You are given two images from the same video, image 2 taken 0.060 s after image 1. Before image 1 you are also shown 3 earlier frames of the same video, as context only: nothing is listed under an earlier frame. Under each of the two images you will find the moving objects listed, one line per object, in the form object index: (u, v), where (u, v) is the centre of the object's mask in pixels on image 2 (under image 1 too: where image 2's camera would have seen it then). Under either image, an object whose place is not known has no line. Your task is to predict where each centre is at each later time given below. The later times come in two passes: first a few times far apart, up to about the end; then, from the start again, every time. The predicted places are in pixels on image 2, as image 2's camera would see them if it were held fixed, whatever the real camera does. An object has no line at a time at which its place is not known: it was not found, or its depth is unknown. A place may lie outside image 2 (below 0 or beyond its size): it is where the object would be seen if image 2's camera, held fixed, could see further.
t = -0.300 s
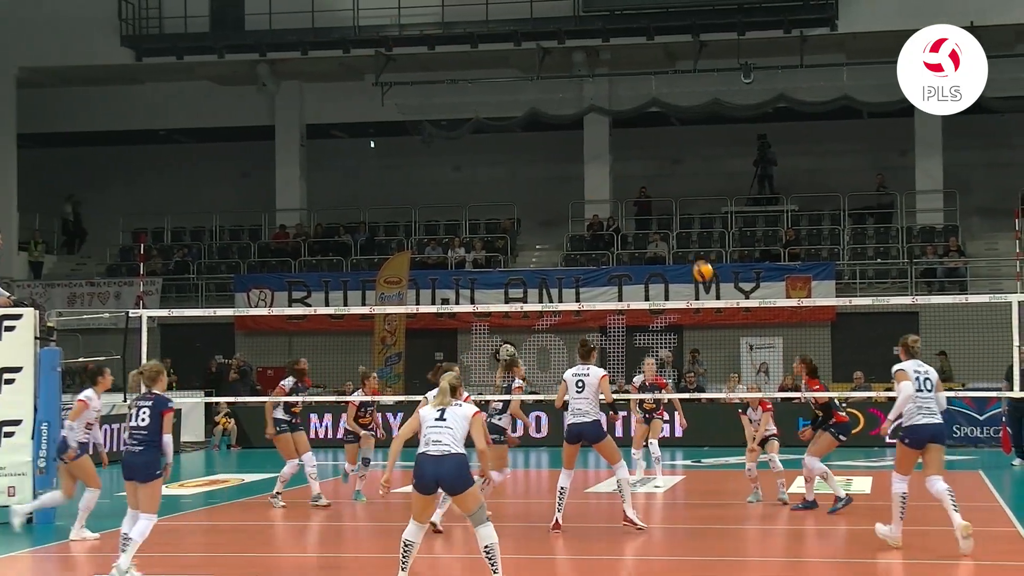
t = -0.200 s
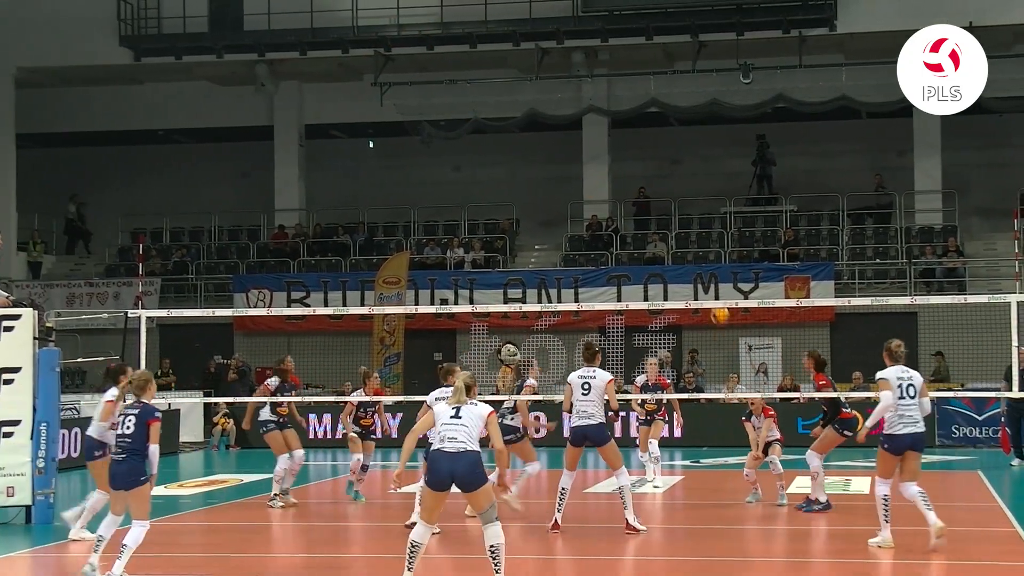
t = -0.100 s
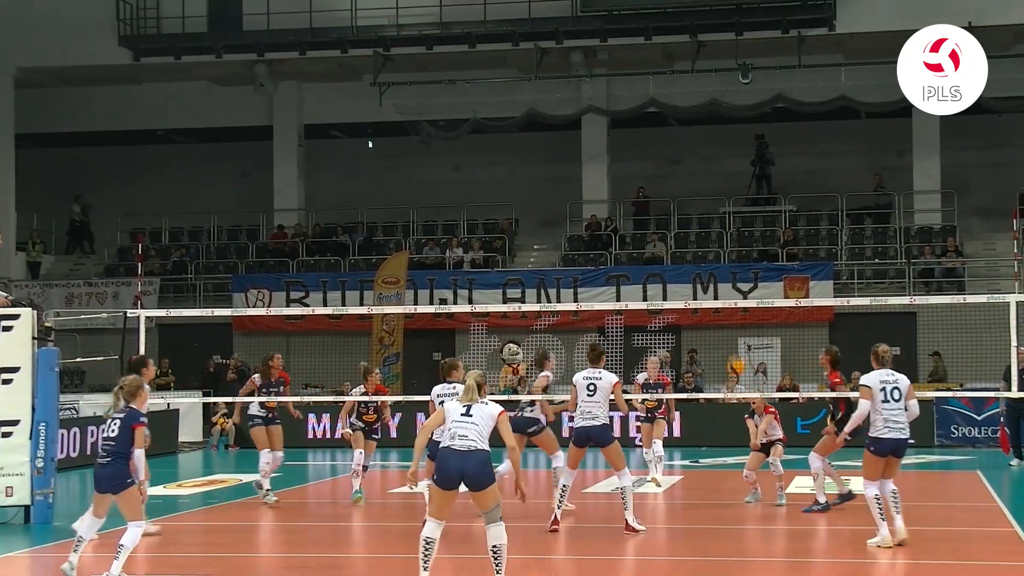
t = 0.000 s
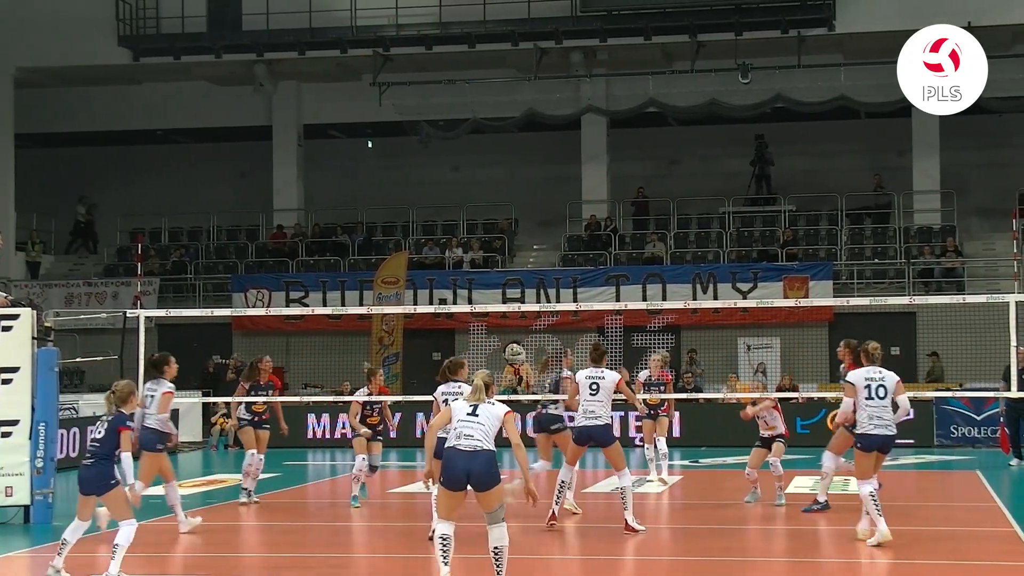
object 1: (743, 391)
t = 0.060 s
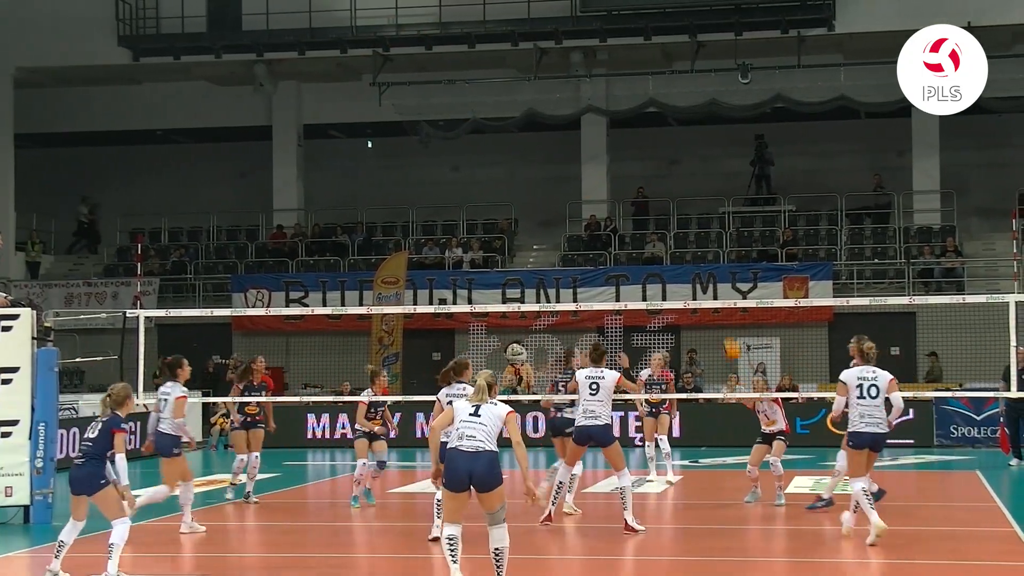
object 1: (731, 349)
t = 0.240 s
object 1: (699, 241)
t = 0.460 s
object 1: (660, 149)
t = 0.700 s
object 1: (618, 99)
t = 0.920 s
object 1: (582, 98)
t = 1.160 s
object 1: (544, 144)
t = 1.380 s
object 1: (510, 228)
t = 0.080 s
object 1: (727, 334)
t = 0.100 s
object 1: (724, 322)
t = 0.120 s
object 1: (722, 313)
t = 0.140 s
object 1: (717, 295)
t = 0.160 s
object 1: (713, 283)
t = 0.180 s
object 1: (710, 273)
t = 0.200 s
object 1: (706, 262)
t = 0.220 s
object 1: (702, 252)
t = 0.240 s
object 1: (699, 241)
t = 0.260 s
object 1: (695, 230)
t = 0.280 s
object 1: (692, 220)
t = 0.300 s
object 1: (688, 211)
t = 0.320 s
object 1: (684, 202)
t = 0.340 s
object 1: (681, 193)
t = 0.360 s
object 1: (678, 185)
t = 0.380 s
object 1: (674, 177)
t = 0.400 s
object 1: (671, 169)
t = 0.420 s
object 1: (667, 162)
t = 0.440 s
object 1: (663, 155)
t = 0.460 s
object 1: (660, 149)
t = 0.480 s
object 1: (656, 143)
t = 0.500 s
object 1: (653, 137)
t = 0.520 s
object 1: (649, 132)
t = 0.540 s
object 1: (646, 127)
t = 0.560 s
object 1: (643, 123)
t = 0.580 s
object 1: (639, 118)
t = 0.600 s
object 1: (636, 114)
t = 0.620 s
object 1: (632, 111)
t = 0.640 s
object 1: (629, 107)
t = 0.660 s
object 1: (625, 105)
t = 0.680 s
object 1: (622, 102)
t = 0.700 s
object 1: (618, 99)
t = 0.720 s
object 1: (615, 98)
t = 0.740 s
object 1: (612, 96)
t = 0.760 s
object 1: (608, 95)
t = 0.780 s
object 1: (605, 94)
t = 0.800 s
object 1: (602, 94)
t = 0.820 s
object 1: (599, 93)
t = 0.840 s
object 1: (595, 94)
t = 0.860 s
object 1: (592, 94)
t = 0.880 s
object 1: (589, 95)
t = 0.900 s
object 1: (585, 97)
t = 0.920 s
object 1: (582, 98)
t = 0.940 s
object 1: (579, 100)
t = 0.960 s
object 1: (576, 103)
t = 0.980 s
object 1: (572, 105)
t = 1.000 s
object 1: (569, 108)
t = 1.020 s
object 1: (566, 111)
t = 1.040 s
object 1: (562, 115)
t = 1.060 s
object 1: (559, 119)
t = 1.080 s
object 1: (556, 123)
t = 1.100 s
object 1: (553, 128)
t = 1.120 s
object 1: (550, 133)
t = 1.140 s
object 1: (547, 138)
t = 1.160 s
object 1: (544, 144)
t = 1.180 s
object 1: (541, 150)
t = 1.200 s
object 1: (537, 156)
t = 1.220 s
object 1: (534, 163)
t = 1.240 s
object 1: (531, 170)
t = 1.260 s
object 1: (528, 177)
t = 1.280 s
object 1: (525, 185)
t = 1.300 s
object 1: (522, 193)
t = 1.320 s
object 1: (519, 201)
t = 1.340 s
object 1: (516, 210)
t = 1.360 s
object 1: (513, 219)
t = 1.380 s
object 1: (510, 228)
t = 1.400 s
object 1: (507, 238)
